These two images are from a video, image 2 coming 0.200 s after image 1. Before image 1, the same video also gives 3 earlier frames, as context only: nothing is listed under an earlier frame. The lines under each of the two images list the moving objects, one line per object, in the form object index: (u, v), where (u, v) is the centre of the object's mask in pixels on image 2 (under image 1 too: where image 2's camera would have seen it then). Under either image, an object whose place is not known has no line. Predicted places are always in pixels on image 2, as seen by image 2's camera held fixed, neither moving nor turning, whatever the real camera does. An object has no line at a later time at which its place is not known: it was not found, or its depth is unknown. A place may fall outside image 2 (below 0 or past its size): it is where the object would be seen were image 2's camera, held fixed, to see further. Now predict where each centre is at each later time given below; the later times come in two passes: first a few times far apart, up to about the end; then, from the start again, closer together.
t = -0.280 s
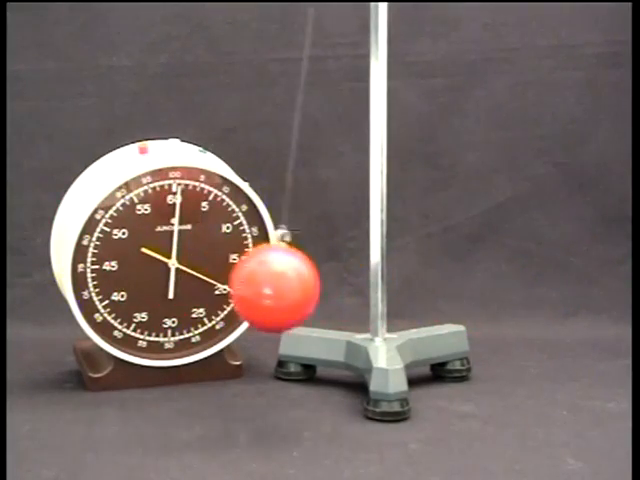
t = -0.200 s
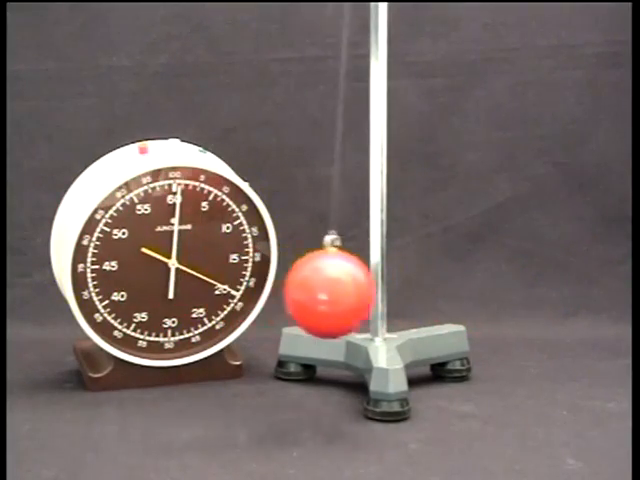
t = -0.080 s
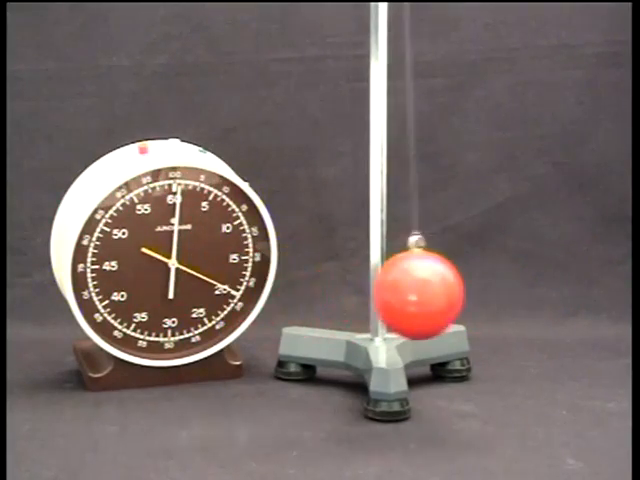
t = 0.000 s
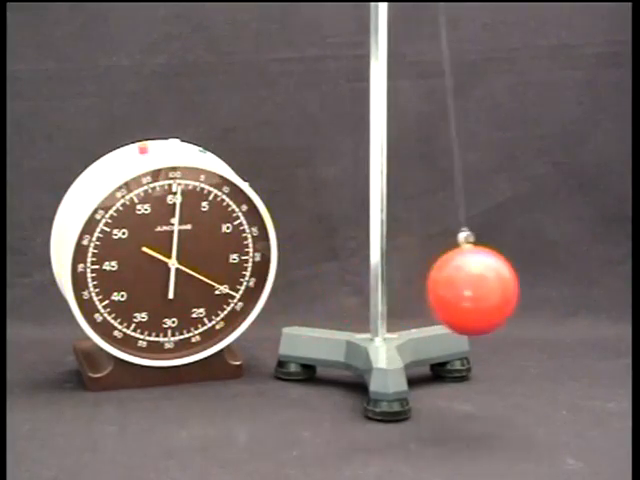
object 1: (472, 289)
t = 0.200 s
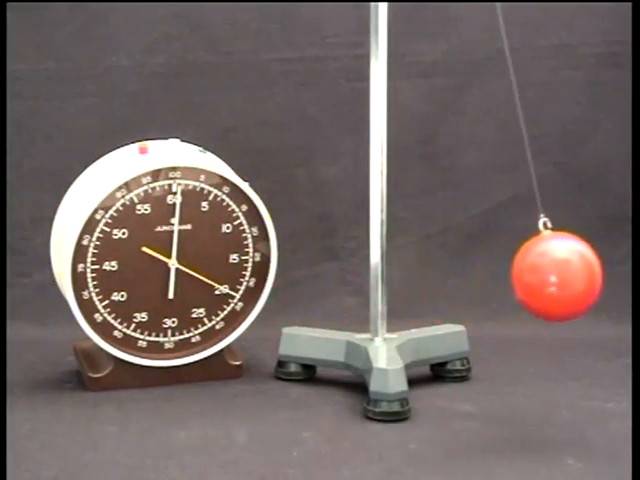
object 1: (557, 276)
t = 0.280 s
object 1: (562, 275)
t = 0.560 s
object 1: (450, 292)
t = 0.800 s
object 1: (280, 288)
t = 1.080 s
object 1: (179, 268)
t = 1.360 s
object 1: (277, 287)
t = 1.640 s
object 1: (473, 289)
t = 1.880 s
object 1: (559, 275)
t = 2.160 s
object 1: (474, 289)
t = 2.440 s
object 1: (280, 287)
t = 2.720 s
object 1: (181, 269)
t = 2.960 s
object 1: (255, 284)
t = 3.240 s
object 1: (448, 292)
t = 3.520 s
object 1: (558, 275)
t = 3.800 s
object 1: (472, 289)
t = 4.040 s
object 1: (305, 291)
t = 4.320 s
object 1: (184, 270)
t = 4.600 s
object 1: (257, 284)
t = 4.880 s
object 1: (448, 292)
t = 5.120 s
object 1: (552, 277)
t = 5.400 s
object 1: (492, 287)
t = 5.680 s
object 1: (304, 291)
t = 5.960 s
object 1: (186, 270)
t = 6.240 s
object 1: (259, 284)
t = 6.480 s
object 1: (422, 293)
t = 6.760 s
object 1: (550, 277)
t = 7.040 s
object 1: (490, 287)
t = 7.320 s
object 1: (303, 291)
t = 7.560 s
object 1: (193, 272)
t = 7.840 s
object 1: (239, 281)
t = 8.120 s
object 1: (424, 293)
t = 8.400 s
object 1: (549, 277)
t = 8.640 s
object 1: (508, 285)
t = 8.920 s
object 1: (329, 292)
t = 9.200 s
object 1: (194, 272)
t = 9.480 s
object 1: (243, 282)
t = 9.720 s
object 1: (397, 294)
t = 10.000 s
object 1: (541, 279)
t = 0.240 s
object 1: (561, 275)
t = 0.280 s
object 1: (562, 275)
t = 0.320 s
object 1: (558, 276)
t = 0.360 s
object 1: (549, 277)
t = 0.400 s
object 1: (536, 280)
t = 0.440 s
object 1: (520, 283)
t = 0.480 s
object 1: (500, 286)
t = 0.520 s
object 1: (476, 289)
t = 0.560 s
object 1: (450, 292)
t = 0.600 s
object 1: (423, 293)
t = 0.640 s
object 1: (394, 294)
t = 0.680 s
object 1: (364, 294)
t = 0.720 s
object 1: (334, 293)
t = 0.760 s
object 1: (307, 291)
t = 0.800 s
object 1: (280, 288)
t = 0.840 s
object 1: (255, 284)
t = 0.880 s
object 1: (232, 280)
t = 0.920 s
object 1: (215, 276)
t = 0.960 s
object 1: (199, 273)
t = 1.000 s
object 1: (188, 270)
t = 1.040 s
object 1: (181, 269)
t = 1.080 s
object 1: (179, 268)
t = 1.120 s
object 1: (181, 269)
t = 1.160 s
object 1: (187, 270)
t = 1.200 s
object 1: (198, 273)
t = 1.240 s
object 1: (213, 276)
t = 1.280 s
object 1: (230, 280)
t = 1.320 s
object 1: (252, 284)
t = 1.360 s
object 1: (277, 287)
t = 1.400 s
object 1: (304, 290)
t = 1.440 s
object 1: (331, 292)
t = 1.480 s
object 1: (360, 294)
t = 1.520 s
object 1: (390, 294)
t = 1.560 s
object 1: (419, 293)
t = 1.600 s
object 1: (447, 292)
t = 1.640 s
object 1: (473, 289)
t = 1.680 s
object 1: (496, 286)
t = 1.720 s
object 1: (516, 283)
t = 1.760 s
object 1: (533, 280)
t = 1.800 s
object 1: (546, 278)
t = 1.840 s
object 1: (555, 276)
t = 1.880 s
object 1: (559, 275)
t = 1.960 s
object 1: (555, 276)
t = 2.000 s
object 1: (547, 278)
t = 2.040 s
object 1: (534, 280)
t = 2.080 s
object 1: (517, 283)
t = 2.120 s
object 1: (497, 286)
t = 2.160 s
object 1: (474, 289)
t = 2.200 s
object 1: (448, 292)
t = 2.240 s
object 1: (421, 293)
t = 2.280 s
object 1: (392, 294)
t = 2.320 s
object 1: (363, 294)
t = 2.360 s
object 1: (333, 293)
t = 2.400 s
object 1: (306, 291)
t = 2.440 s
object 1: (280, 287)
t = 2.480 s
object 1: (255, 284)
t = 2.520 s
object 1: (233, 280)
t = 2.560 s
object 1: (216, 277)
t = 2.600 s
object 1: (200, 273)
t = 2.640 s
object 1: (189, 271)
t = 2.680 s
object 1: (183, 269)
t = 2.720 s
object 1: (181, 269)
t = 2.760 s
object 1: (183, 269)
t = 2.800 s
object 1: (189, 271)
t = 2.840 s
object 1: (200, 273)
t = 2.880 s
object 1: (215, 276)
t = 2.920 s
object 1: (233, 280)
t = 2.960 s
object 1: (255, 284)
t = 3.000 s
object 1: (279, 288)
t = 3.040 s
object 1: (305, 291)
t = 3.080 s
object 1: (333, 292)
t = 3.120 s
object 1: (362, 294)
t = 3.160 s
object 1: (391, 294)
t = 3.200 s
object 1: (420, 293)
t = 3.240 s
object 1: (448, 292)
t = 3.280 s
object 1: (473, 289)
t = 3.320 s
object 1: (496, 287)
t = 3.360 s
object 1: (516, 283)
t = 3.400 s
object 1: (533, 281)
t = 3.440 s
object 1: (545, 278)
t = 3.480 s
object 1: (554, 276)
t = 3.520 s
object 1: (558, 275)
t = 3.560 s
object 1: (558, 276)
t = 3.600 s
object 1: (554, 276)
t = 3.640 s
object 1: (545, 278)
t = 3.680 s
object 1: (532, 281)
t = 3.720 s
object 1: (515, 283)
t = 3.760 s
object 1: (495, 287)
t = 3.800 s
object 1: (472, 289)
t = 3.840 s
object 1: (446, 292)
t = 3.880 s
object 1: (419, 293)
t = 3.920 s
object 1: (390, 294)
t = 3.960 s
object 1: (361, 294)
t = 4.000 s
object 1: (332, 293)
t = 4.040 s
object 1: (305, 291)
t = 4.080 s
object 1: (279, 288)
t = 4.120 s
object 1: (255, 284)
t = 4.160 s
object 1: (233, 280)
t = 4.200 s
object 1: (216, 277)
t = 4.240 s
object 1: (201, 273)
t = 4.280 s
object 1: (191, 271)
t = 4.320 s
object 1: (184, 270)
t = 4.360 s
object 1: (183, 269)
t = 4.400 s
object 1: (185, 270)
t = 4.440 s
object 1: (191, 271)
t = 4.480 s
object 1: (202, 274)
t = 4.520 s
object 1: (217, 277)
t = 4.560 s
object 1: (235, 281)
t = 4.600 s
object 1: (257, 284)
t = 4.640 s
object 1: (281, 288)
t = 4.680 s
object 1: (308, 291)
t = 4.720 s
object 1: (334, 293)
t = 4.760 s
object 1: (363, 294)
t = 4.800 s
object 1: (392, 294)
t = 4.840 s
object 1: (420, 293)
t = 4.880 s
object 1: (448, 292)
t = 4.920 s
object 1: (473, 289)
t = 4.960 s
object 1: (496, 286)
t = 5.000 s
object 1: (515, 284)
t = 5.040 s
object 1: (531, 280)
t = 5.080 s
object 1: (544, 278)
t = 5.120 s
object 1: (552, 277)
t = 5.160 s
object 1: (556, 276)
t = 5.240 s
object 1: (551, 277)
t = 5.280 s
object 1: (542, 278)
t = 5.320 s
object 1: (529, 281)
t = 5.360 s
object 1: (512, 284)
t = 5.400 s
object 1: (492, 287)
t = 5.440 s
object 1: (470, 290)
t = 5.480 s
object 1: (444, 292)
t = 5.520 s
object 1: (417, 293)
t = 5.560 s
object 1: (389, 294)
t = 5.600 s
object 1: (360, 294)
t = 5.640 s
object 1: (331, 293)
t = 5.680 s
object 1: (304, 291)
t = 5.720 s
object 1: (278, 287)
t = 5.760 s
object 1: (254, 284)
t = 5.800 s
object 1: (233, 280)
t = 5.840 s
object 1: (216, 277)
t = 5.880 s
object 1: (202, 274)
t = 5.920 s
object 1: (192, 272)
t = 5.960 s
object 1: (186, 270)
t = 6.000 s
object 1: (185, 270)
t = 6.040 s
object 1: (187, 270)
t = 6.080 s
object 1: (194, 272)
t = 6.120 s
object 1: (204, 274)
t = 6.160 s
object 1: (219, 277)
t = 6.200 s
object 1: (237, 281)
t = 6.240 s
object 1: (259, 284)
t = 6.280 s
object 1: (284, 288)
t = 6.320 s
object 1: (310, 291)
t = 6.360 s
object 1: (336, 293)
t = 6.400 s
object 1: (365, 294)
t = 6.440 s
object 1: (394, 294)
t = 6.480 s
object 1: (422, 293)
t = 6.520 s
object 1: (448, 292)
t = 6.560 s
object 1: (474, 289)
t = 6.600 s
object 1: (496, 286)
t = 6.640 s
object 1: (514, 284)
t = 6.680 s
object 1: (531, 281)
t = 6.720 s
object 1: (543, 279)
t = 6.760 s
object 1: (550, 277)
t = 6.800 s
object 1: (554, 277)
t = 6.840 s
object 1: (554, 276)
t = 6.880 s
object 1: (549, 277)
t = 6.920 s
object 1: (540, 279)
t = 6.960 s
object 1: (527, 282)
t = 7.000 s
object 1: (510, 284)
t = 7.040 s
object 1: (490, 287)
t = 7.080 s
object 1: (467, 290)
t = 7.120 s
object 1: (442, 292)
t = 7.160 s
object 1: (415, 294)
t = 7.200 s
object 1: (386, 294)
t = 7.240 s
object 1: (357, 294)
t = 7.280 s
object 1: (330, 293)
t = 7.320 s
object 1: (303, 291)
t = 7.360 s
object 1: (278, 288)
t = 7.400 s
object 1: (254, 284)
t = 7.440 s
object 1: (233, 280)
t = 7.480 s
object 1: (217, 277)
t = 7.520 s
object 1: (202, 274)
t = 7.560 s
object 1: (193, 272)
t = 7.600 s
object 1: (188, 271)
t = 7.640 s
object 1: (187, 270)
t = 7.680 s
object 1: (189, 271)
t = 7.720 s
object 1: (196, 272)
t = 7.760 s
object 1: (207, 275)
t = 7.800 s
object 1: (221, 278)
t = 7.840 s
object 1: (239, 281)
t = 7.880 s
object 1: (262, 285)
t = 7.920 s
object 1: (286, 289)
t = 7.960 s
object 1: (312, 291)
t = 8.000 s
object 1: (338, 293)
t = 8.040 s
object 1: (367, 294)
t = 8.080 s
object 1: (395, 294)
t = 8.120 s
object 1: (424, 293)
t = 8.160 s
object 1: (449, 292)
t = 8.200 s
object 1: (474, 289)
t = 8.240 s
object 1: (496, 286)
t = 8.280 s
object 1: (514, 283)
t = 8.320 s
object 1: (530, 281)
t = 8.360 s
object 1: (542, 279)
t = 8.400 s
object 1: (549, 277)
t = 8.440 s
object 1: (552, 277)
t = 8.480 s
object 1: (552, 277)
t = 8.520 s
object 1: (547, 278)
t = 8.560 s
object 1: (537, 279)
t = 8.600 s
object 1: (524, 282)
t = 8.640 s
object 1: (508, 285)
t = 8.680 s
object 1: (488, 288)
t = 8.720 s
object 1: (465, 290)
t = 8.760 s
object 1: (440, 292)
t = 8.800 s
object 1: (413, 294)
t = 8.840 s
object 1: (385, 294)
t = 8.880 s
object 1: (356, 294)
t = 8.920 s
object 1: (329, 292)
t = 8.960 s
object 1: (302, 290)
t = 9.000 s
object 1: (277, 287)
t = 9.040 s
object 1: (254, 284)
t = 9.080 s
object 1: (234, 280)
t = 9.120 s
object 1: (217, 277)
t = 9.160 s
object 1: (204, 274)
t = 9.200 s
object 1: (194, 272)
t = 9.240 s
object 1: (189, 271)
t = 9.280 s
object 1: (188, 271)
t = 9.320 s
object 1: (191, 271)
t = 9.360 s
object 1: (198, 273)
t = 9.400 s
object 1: (209, 275)
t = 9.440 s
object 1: (223, 278)
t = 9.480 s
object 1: (243, 282)
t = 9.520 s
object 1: (264, 285)
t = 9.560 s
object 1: (288, 289)
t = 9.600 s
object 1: (314, 291)
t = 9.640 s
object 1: (339, 293)
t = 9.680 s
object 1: (368, 294)
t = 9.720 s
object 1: (397, 294)
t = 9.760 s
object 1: (424, 293)
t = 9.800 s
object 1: (451, 292)
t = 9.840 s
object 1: (475, 289)
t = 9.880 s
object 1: (496, 286)
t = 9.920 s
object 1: (514, 284)
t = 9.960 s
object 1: (529, 281)
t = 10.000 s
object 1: (541, 279)
